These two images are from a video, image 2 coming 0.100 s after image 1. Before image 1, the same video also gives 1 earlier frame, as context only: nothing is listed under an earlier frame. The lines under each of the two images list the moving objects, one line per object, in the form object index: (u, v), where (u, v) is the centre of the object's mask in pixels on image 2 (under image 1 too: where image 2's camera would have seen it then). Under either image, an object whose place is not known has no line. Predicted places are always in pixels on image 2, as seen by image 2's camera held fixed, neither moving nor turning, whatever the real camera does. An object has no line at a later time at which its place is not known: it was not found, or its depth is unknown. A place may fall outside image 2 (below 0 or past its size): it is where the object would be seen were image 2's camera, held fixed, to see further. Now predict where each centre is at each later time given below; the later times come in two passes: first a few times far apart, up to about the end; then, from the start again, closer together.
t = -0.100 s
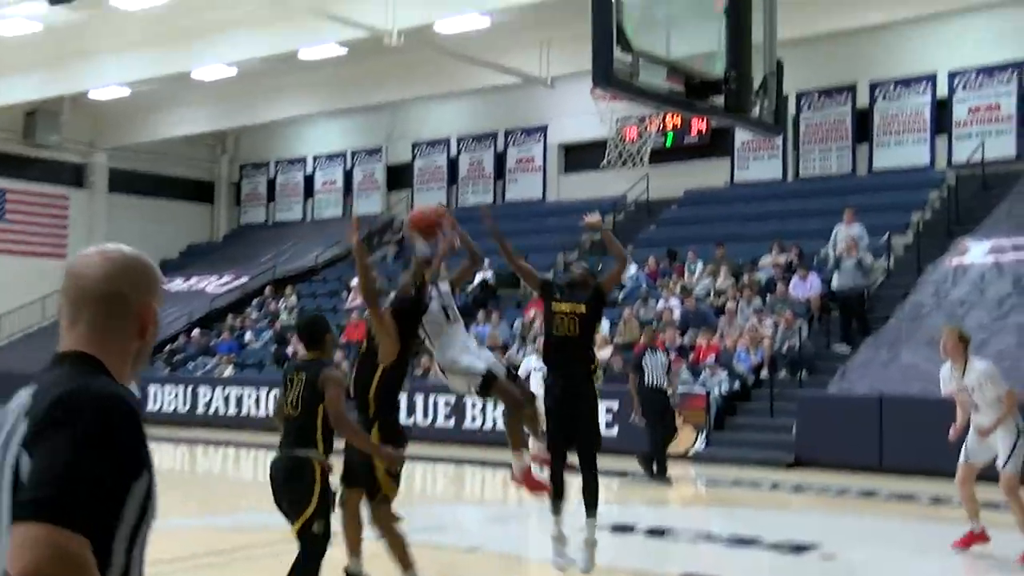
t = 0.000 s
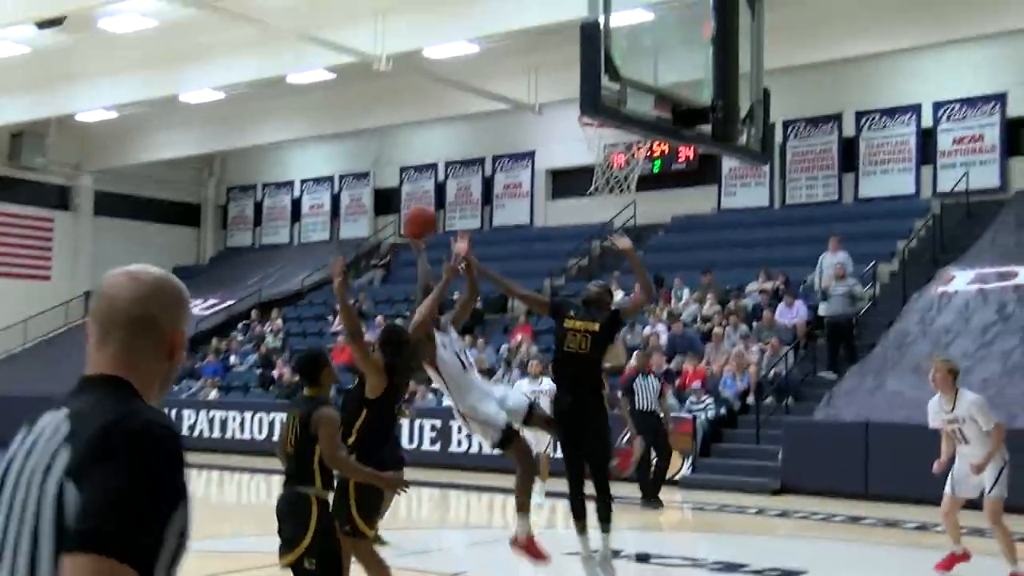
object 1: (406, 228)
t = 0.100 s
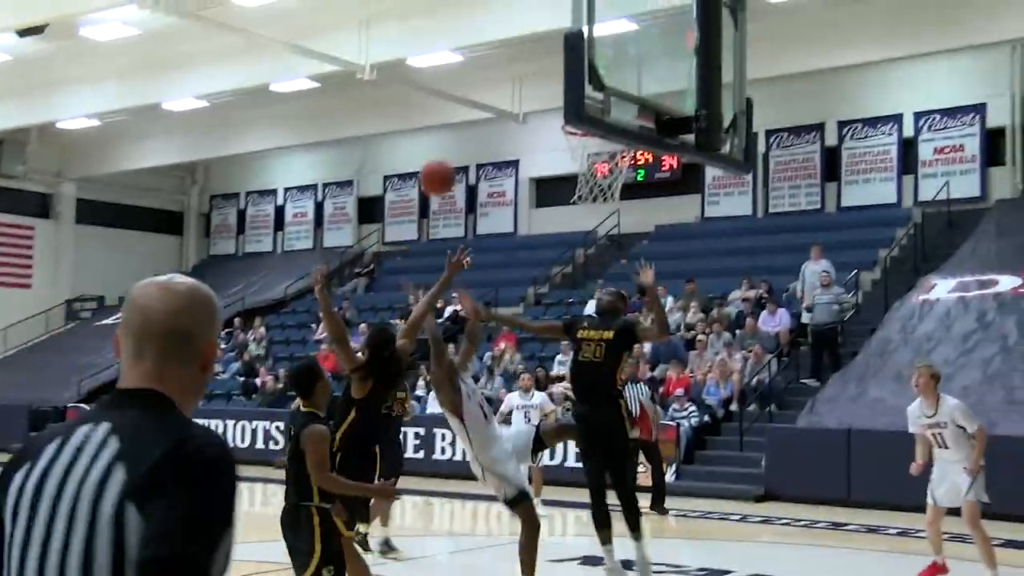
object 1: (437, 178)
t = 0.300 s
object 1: (513, 106)
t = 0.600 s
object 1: (620, 149)
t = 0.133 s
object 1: (453, 156)
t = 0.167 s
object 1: (465, 143)
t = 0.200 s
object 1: (477, 132)
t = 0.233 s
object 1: (488, 123)
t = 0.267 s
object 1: (500, 114)
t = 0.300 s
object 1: (513, 106)
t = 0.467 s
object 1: (596, 101)
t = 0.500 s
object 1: (598, 102)
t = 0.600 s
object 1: (620, 149)
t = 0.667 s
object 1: (614, 158)
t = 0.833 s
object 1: (586, 181)
